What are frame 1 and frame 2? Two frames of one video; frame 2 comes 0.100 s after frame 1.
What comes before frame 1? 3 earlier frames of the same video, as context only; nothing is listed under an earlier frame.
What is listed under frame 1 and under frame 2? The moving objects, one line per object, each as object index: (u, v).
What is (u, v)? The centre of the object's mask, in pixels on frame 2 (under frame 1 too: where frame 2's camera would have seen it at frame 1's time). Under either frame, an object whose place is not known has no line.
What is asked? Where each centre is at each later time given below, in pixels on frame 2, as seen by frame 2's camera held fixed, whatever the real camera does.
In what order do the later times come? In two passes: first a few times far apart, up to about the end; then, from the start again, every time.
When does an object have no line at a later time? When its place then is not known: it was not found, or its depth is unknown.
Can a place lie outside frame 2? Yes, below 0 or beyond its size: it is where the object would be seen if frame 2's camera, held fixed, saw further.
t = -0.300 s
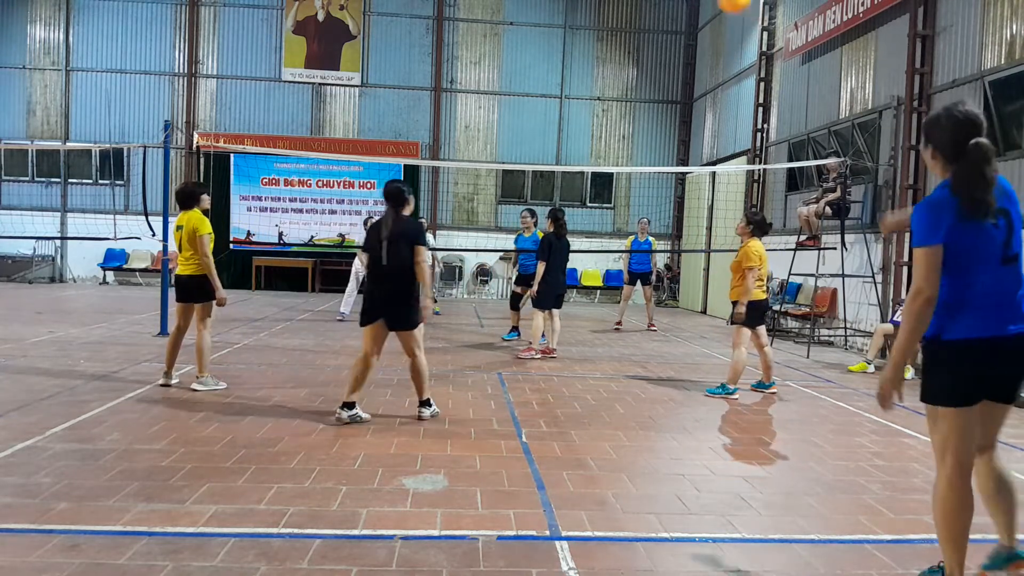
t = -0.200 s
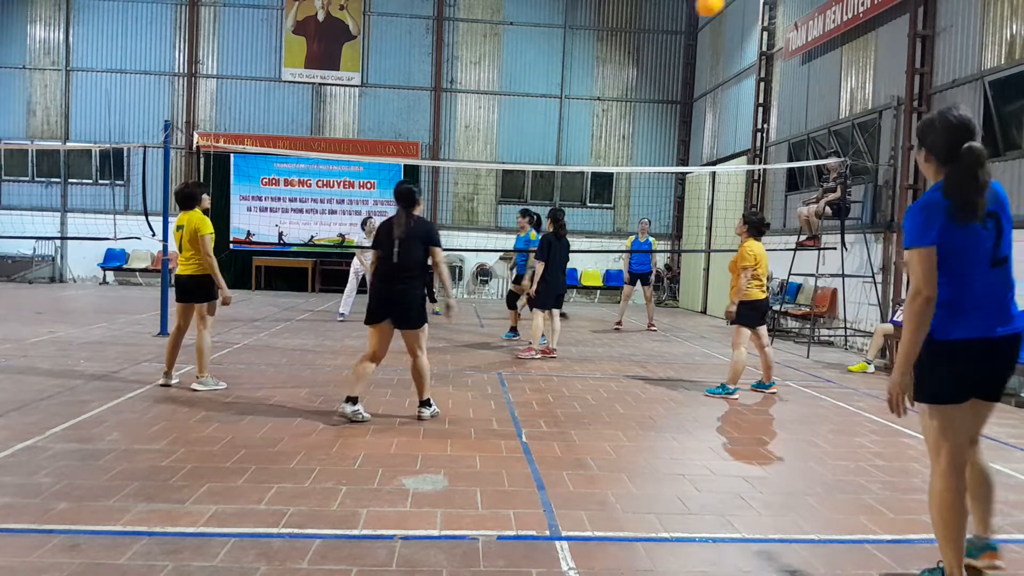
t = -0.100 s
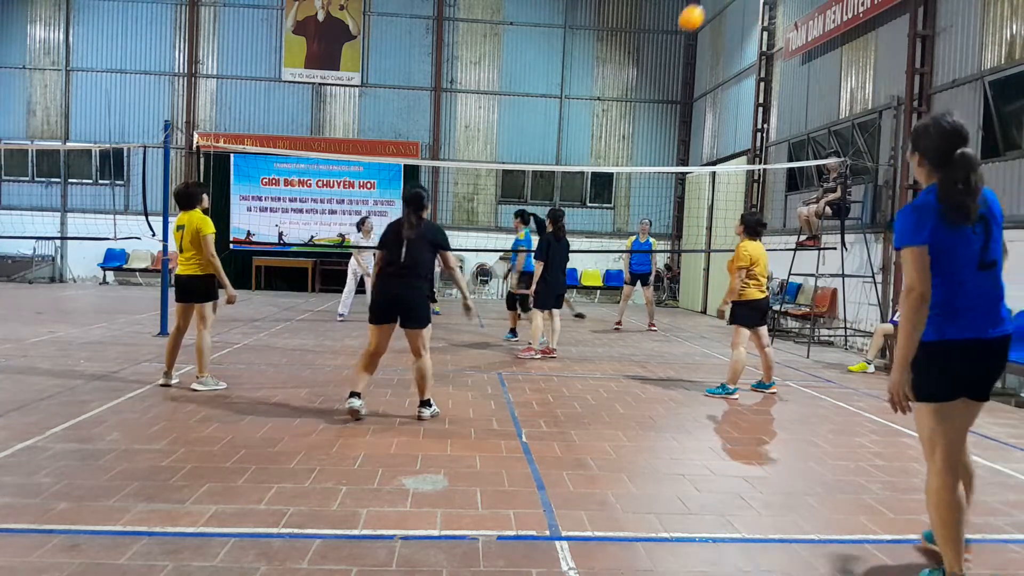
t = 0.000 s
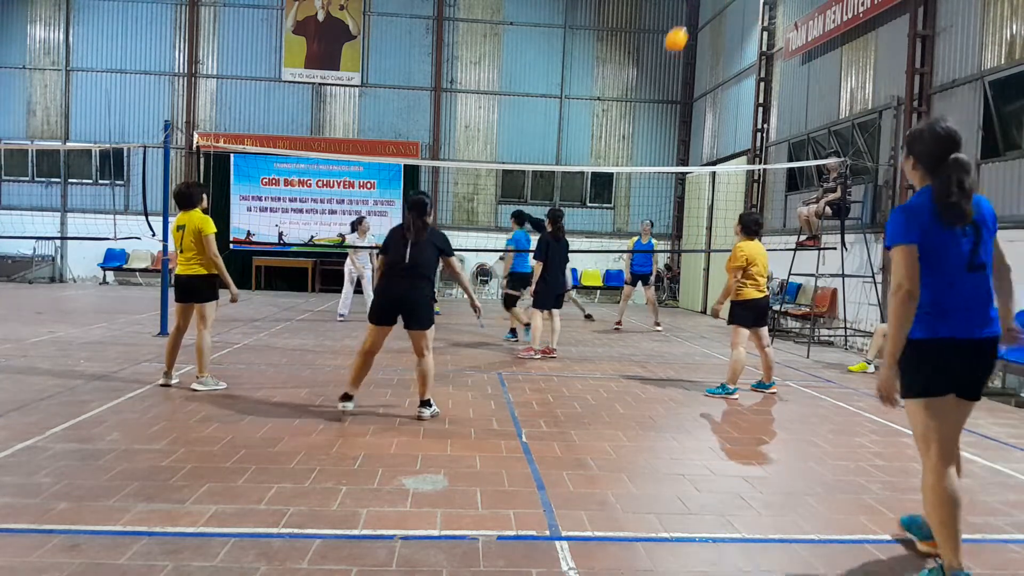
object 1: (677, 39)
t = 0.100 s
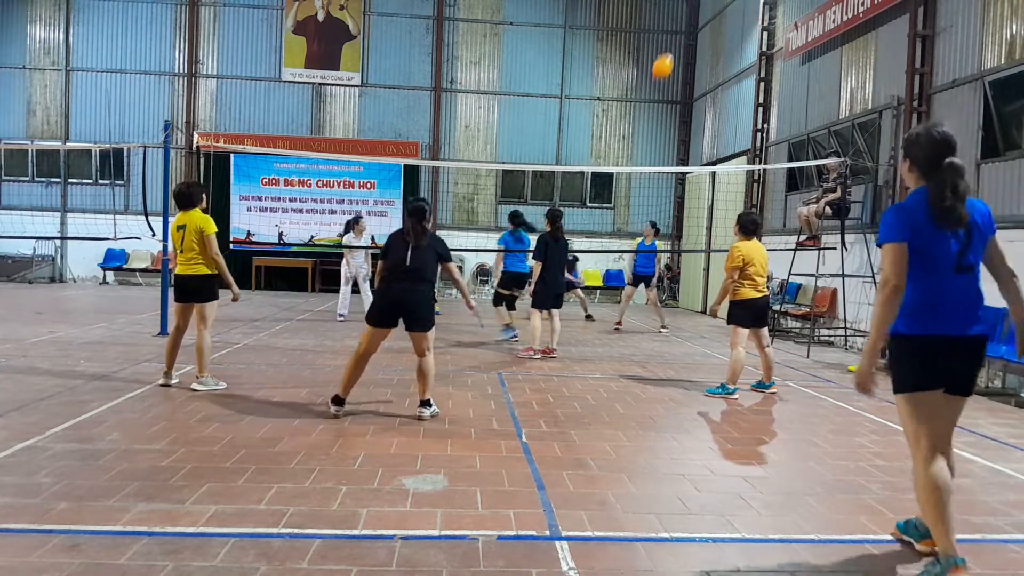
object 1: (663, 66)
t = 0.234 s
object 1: (649, 107)
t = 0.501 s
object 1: (626, 200)
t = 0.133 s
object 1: (659, 75)
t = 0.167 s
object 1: (656, 85)
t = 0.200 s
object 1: (652, 96)
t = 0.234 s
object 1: (649, 107)
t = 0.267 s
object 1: (646, 117)
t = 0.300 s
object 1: (642, 128)
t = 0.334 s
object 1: (640, 140)
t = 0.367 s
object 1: (638, 151)
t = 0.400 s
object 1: (636, 160)
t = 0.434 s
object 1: (631, 179)
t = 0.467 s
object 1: (629, 188)
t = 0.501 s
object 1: (626, 200)
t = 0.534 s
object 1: (625, 213)
